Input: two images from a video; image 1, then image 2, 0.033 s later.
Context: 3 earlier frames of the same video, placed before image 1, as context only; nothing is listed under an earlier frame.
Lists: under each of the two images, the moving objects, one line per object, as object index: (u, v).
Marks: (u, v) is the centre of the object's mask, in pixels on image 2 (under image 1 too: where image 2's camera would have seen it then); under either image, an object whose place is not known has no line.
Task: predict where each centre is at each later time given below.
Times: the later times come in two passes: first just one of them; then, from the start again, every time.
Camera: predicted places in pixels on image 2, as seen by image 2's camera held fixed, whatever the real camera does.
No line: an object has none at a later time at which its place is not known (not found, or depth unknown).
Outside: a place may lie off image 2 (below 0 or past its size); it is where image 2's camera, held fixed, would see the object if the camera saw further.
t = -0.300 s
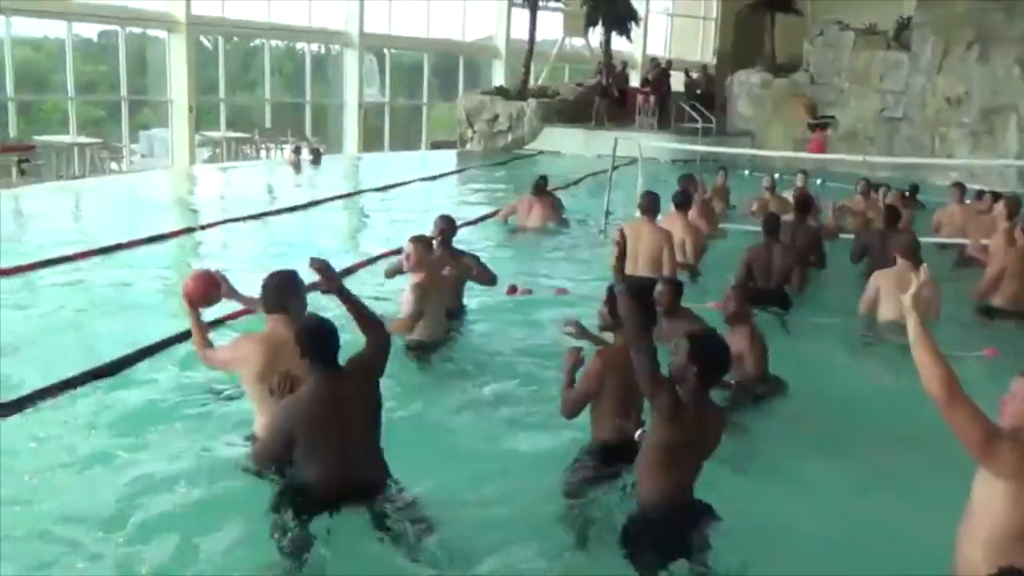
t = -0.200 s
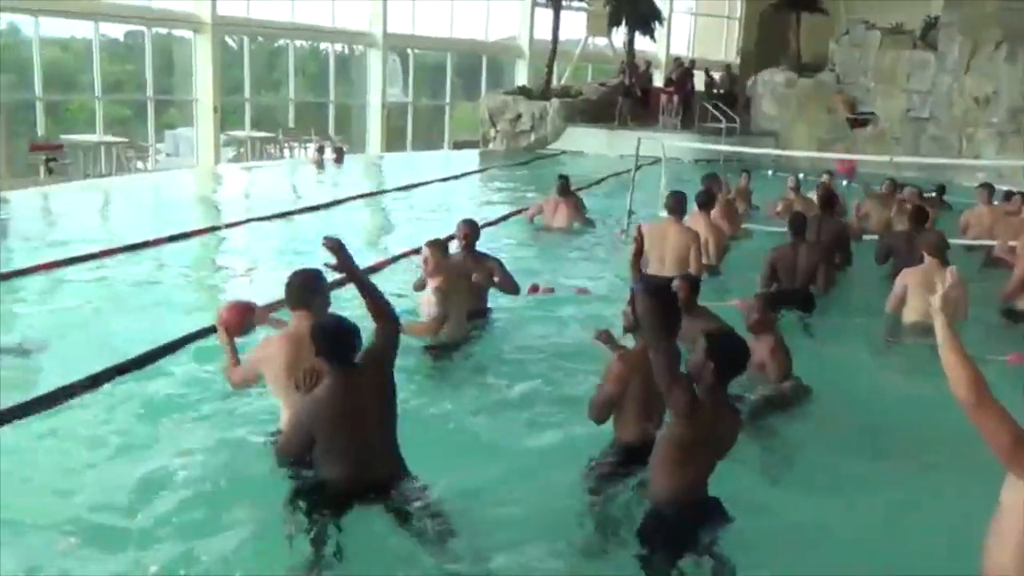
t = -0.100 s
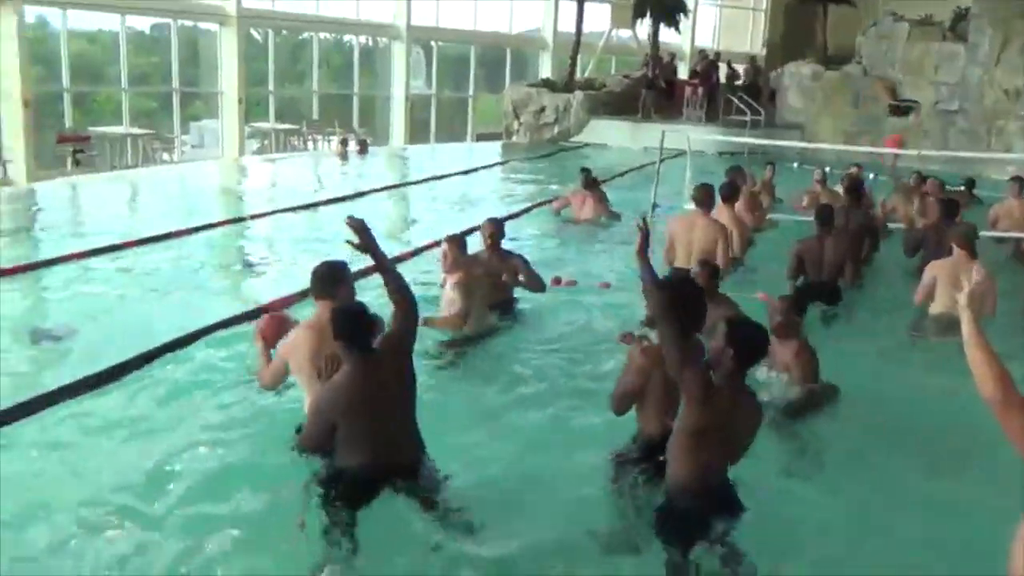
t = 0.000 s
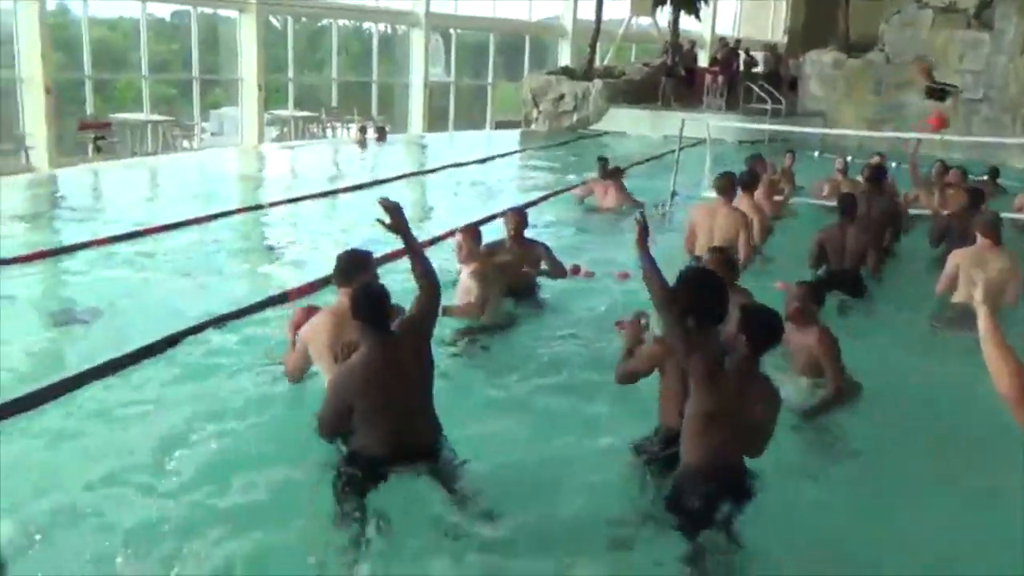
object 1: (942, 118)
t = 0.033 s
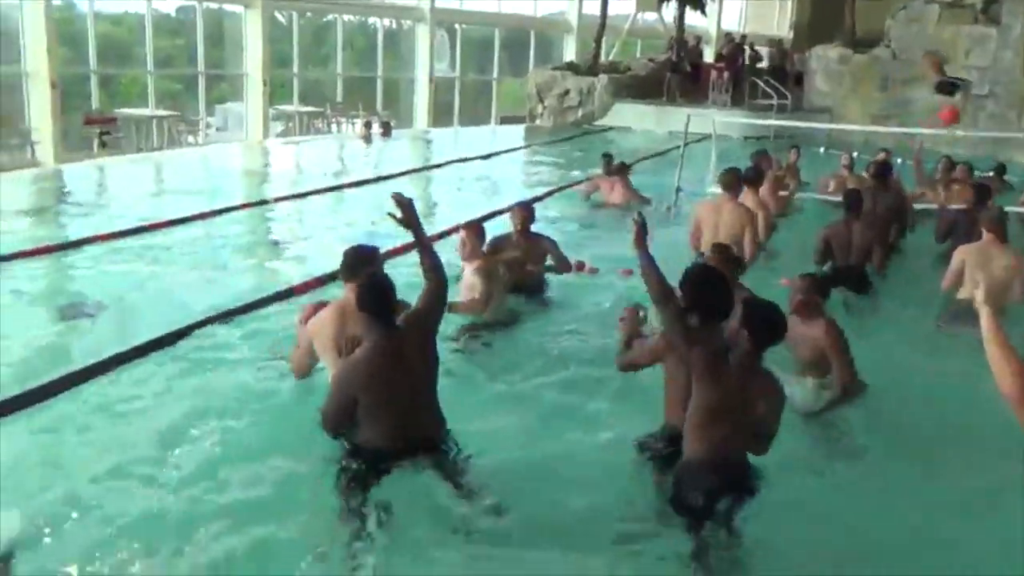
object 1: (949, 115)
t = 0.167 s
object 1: (974, 118)
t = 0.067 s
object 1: (956, 114)
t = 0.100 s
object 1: (962, 115)
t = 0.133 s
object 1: (969, 116)
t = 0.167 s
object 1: (974, 118)
